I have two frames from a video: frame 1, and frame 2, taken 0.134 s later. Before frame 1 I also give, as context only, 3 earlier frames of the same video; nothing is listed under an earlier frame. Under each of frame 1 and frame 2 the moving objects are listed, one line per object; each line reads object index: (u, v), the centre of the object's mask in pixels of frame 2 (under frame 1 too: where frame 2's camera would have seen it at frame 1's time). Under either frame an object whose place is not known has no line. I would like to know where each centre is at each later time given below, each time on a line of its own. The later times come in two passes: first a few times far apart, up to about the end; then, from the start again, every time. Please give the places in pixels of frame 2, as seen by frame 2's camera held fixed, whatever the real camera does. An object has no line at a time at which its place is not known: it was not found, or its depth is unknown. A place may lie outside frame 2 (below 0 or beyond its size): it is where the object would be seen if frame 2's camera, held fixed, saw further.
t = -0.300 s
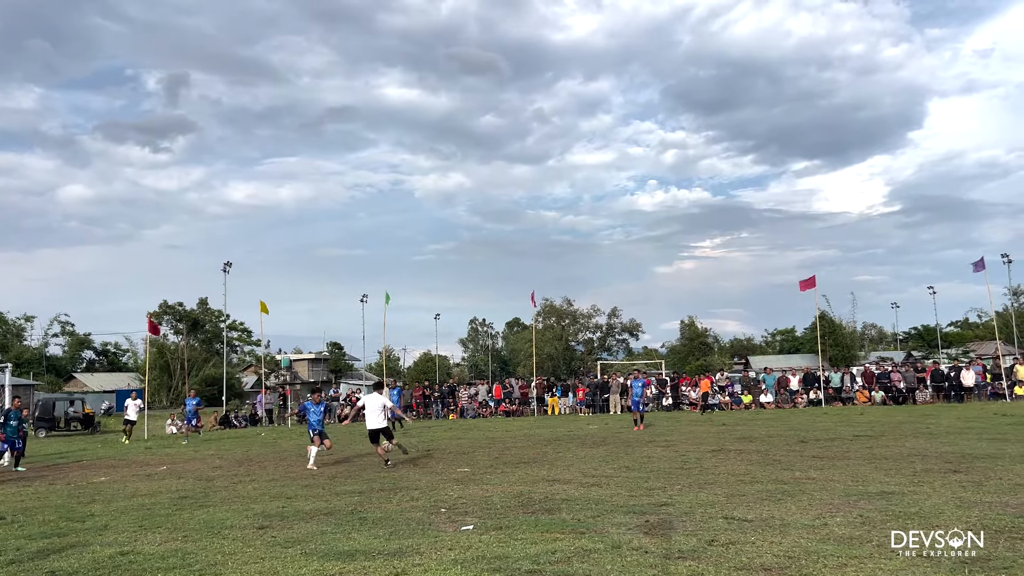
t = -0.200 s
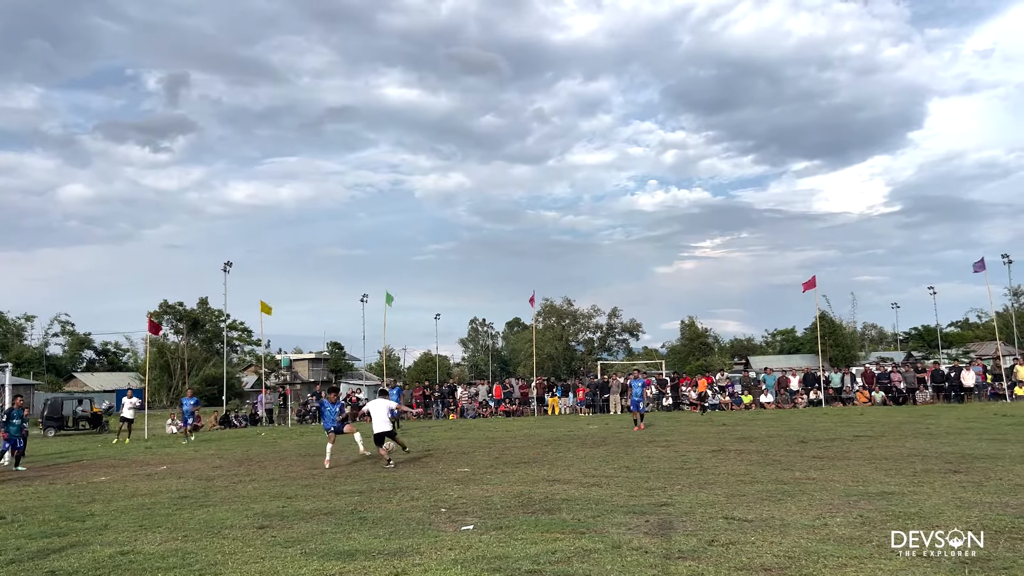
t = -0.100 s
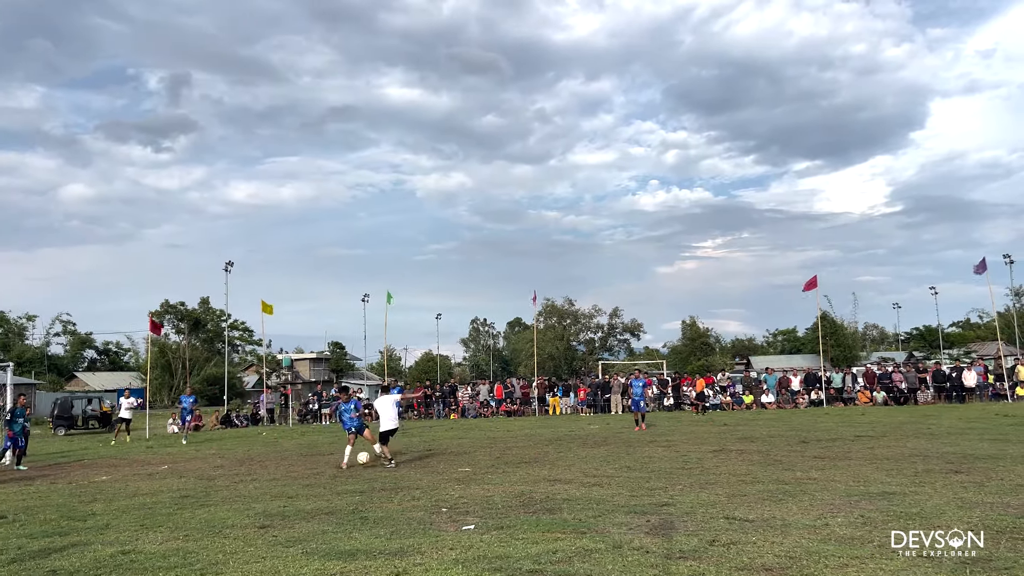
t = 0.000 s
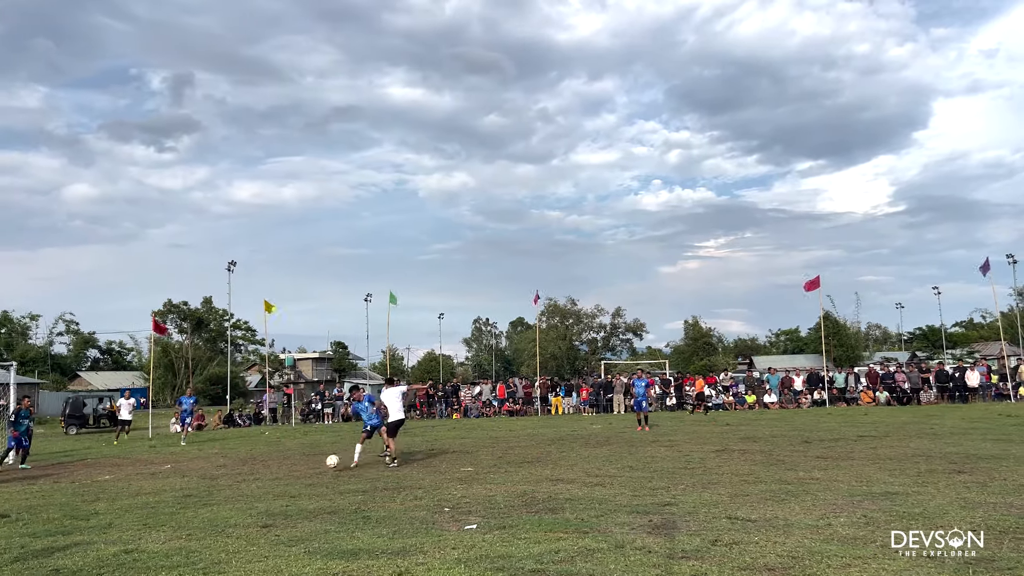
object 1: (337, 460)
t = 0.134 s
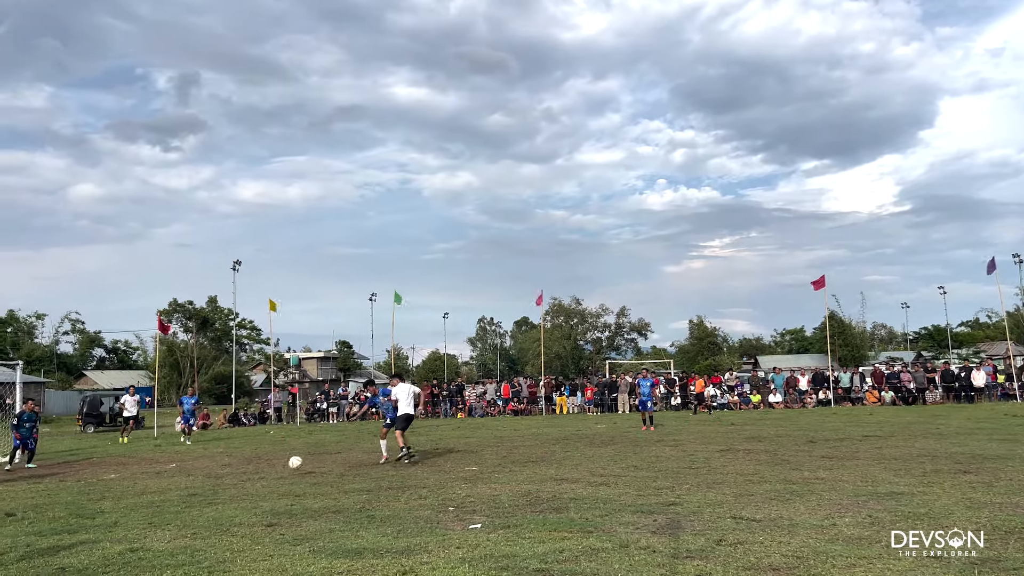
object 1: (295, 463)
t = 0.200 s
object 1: (273, 468)
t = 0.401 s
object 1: (210, 476)
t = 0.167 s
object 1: (284, 465)
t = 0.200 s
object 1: (273, 468)
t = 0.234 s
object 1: (262, 471)
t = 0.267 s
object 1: (253, 471)
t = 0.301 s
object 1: (244, 471)
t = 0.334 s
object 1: (234, 472)
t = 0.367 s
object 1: (219, 474)
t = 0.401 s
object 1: (210, 476)
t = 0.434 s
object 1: (200, 478)
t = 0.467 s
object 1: (191, 478)
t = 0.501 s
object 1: (180, 478)
